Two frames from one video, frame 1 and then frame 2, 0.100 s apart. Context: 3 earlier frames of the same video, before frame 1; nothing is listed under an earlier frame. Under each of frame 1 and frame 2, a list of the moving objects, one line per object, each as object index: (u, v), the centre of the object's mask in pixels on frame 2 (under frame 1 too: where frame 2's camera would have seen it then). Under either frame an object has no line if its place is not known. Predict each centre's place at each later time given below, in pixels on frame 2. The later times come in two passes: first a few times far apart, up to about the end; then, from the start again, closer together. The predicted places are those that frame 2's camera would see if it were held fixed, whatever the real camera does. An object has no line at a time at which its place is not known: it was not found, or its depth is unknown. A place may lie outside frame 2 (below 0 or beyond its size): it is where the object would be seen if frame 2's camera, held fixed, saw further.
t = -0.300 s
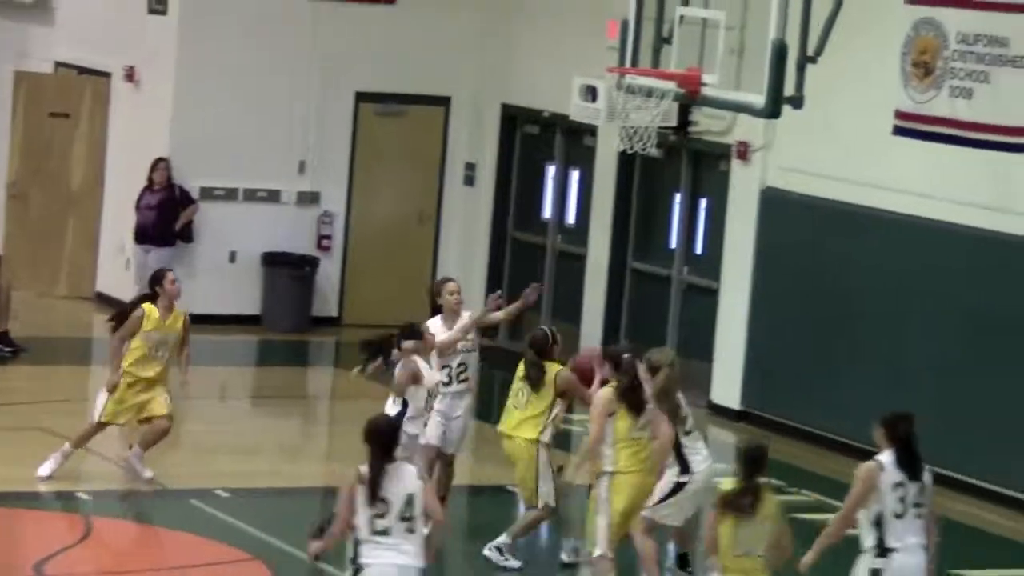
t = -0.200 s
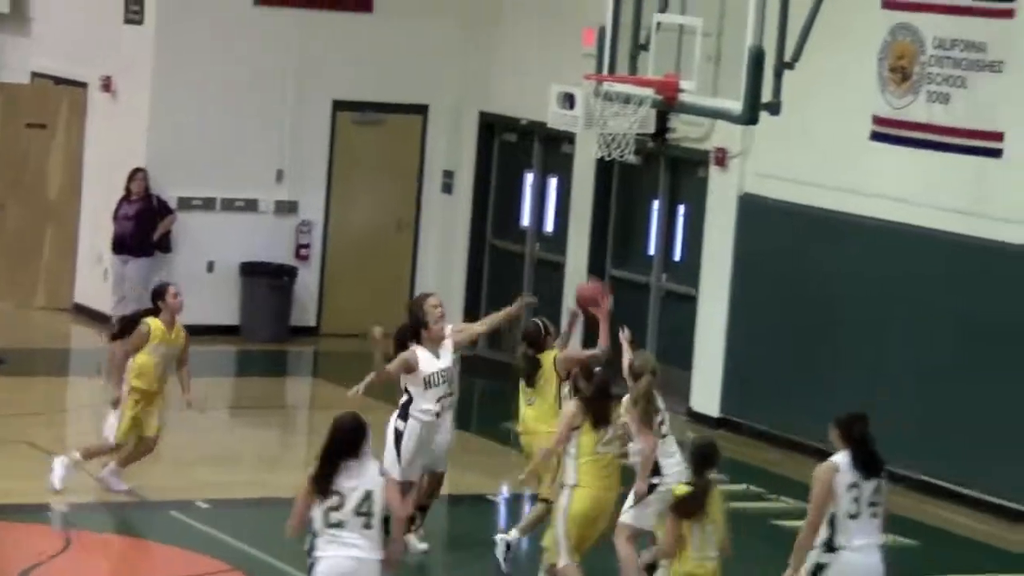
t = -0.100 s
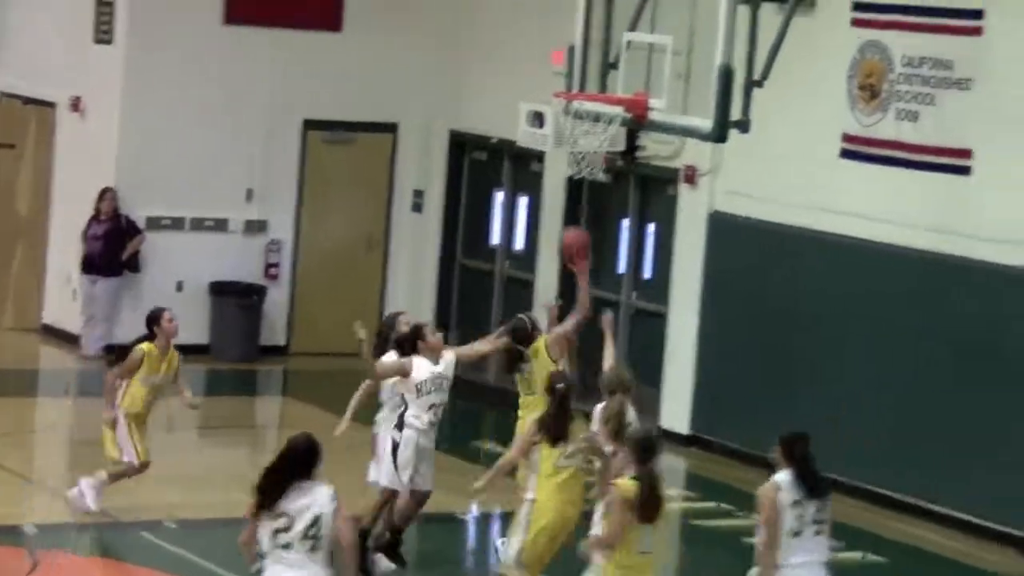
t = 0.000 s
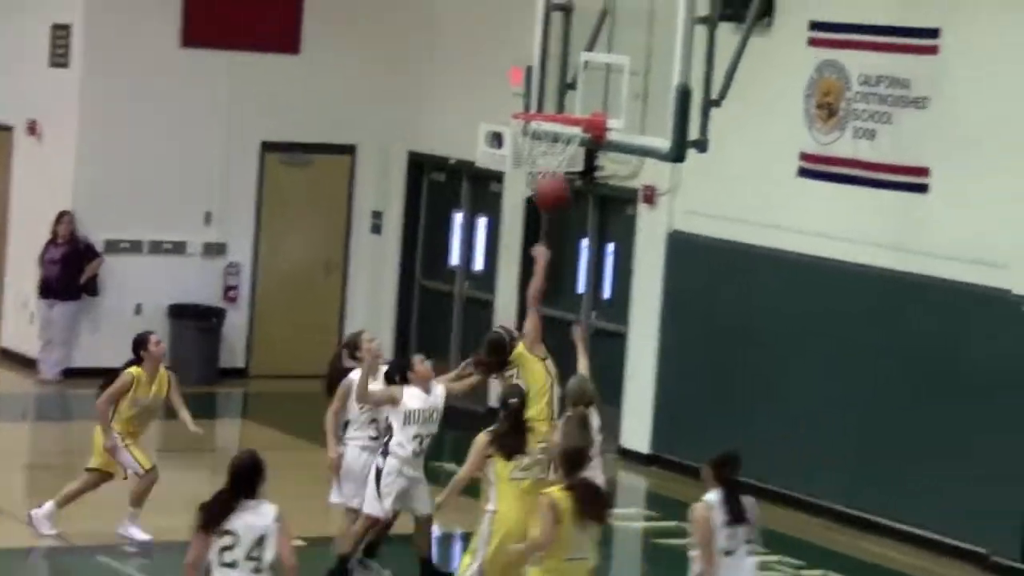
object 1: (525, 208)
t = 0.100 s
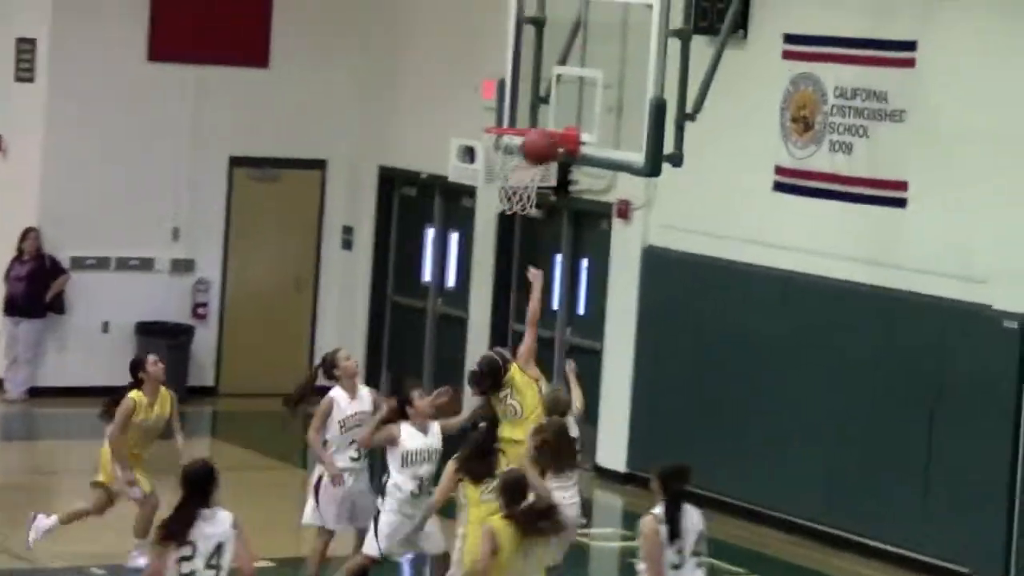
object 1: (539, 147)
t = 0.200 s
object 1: (552, 103)
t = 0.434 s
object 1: (579, 61)
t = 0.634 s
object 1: (551, 100)
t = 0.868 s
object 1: (497, 104)
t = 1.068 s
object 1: (448, 118)
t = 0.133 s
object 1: (543, 129)
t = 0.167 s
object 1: (547, 116)
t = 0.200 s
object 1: (552, 103)
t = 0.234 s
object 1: (557, 92)
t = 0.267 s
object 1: (560, 82)
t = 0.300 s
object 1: (565, 74)
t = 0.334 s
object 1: (569, 68)
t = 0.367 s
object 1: (573, 64)
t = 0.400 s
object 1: (576, 61)
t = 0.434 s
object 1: (579, 61)
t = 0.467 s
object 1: (579, 62)
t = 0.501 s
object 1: (575, 66)
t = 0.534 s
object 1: (569, 73)
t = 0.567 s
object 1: (563, 80)
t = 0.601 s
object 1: (558, 89)
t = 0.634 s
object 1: (551, 100)
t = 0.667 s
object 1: (544, 113)
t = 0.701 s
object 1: (537, 113)
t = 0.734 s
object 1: (529, 108)
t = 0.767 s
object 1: (522, 104)
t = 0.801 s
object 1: (513, 101)
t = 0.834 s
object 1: (505, 101)
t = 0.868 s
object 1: (497, 104)
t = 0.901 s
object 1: (488, 107)
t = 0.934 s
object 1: (480, 110)
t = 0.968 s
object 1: (472, 109)
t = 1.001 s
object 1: (464, 110)
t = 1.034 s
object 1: (457, 114)
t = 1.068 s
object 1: (448, 118)
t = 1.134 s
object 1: (431, 132)
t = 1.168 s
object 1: (423, 143)
